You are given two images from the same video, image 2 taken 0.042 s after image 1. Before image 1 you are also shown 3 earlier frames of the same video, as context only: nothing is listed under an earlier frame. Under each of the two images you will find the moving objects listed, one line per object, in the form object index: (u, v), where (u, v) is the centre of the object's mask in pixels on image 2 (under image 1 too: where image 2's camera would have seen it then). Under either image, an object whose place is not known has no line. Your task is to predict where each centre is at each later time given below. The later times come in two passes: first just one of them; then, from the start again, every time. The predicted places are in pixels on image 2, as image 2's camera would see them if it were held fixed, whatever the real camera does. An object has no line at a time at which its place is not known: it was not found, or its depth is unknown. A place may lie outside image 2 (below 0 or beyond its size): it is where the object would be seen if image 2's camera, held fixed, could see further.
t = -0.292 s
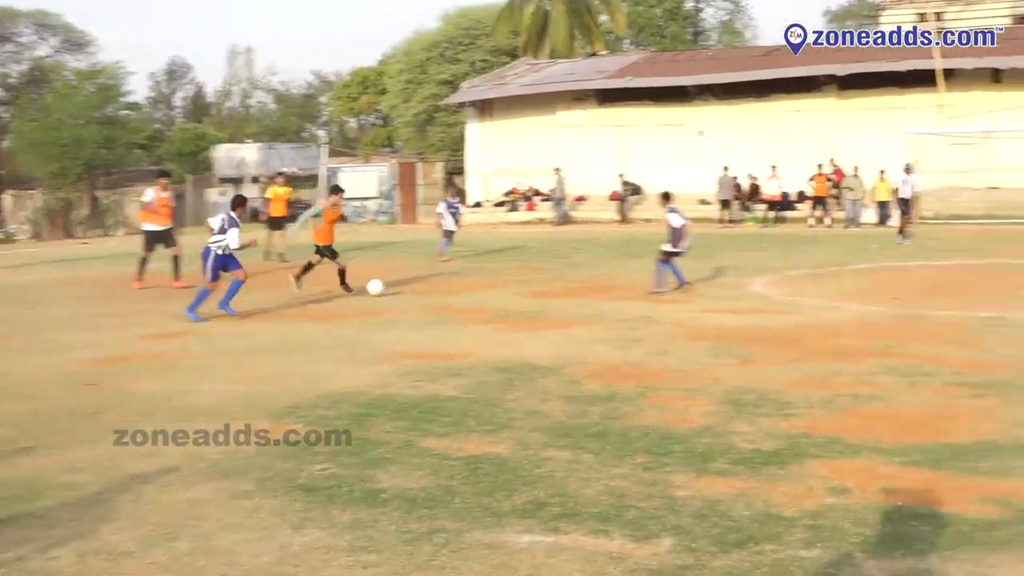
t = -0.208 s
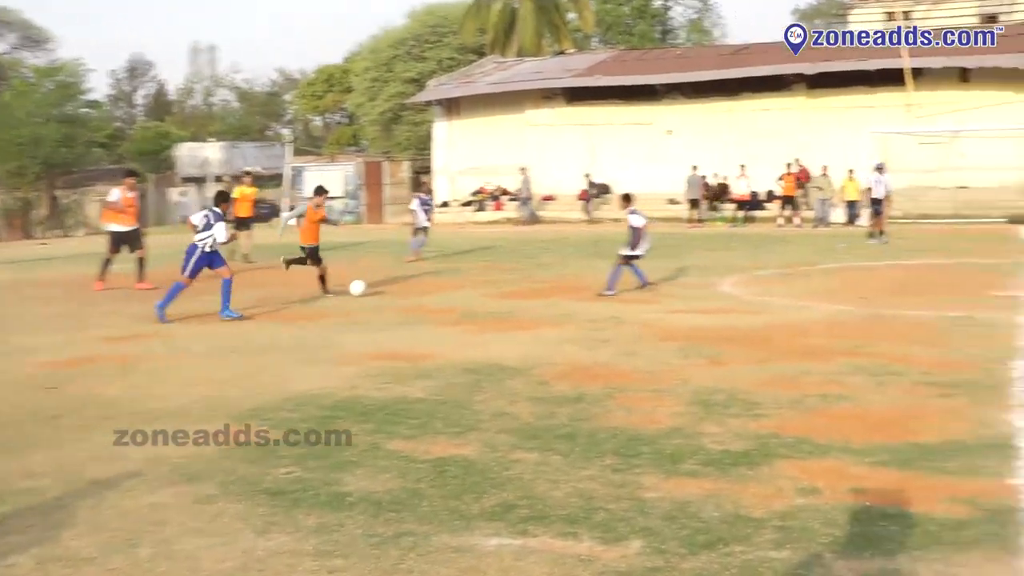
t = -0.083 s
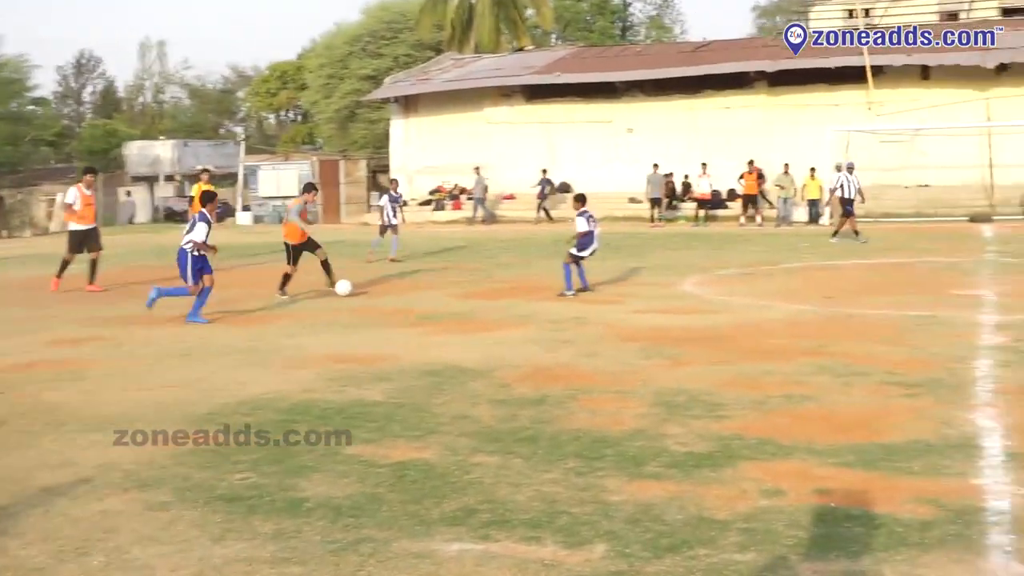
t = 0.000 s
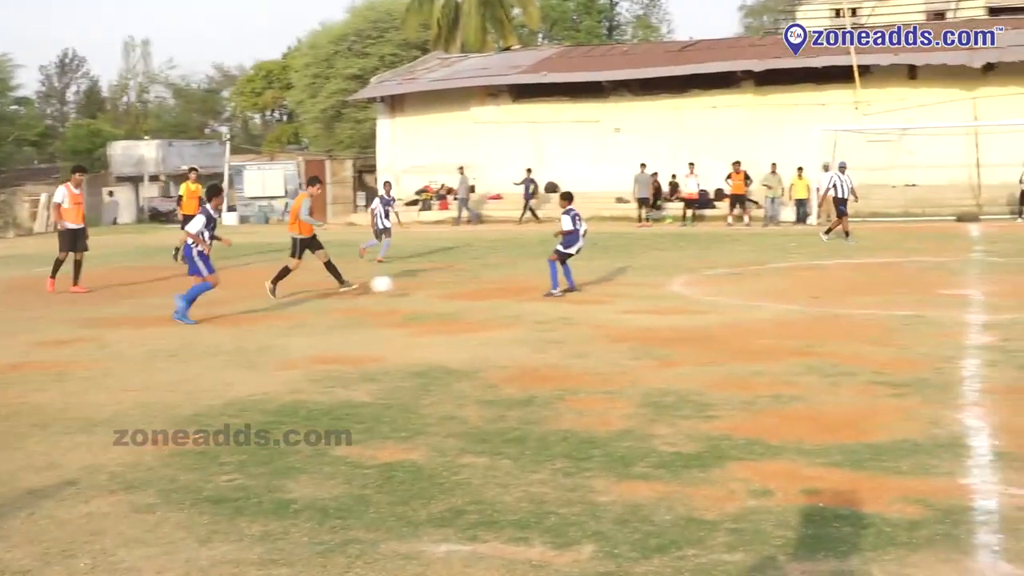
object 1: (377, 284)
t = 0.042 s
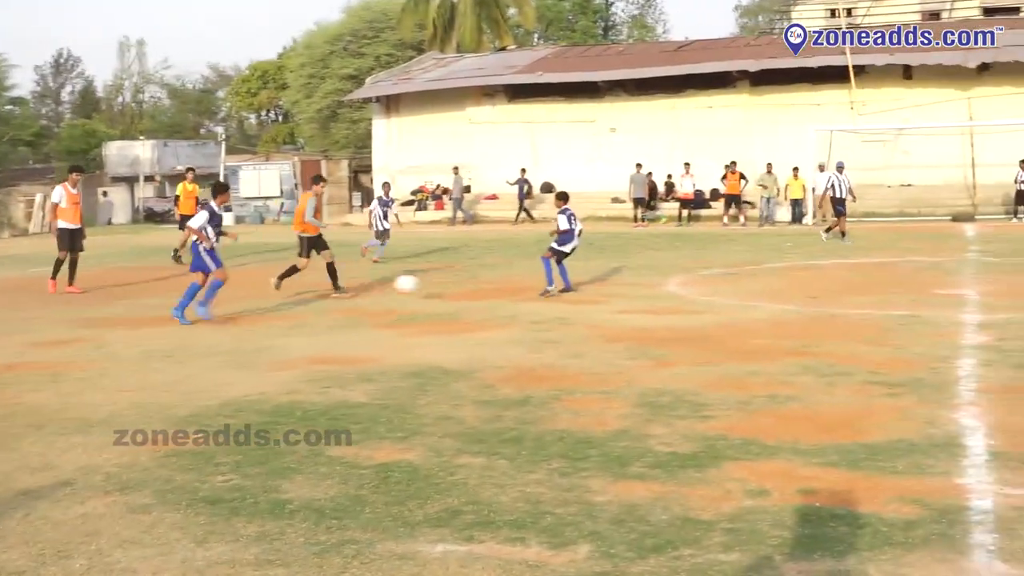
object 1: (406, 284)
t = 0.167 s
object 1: (498, 288)
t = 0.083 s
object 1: (435, 283)
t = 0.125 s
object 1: (466, 285)
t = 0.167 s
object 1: (498, 288)
